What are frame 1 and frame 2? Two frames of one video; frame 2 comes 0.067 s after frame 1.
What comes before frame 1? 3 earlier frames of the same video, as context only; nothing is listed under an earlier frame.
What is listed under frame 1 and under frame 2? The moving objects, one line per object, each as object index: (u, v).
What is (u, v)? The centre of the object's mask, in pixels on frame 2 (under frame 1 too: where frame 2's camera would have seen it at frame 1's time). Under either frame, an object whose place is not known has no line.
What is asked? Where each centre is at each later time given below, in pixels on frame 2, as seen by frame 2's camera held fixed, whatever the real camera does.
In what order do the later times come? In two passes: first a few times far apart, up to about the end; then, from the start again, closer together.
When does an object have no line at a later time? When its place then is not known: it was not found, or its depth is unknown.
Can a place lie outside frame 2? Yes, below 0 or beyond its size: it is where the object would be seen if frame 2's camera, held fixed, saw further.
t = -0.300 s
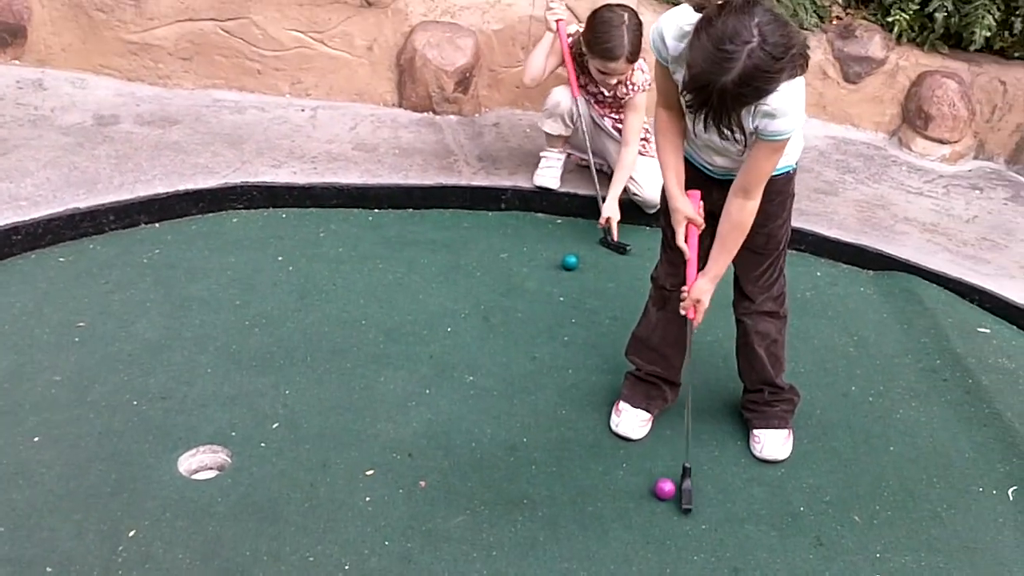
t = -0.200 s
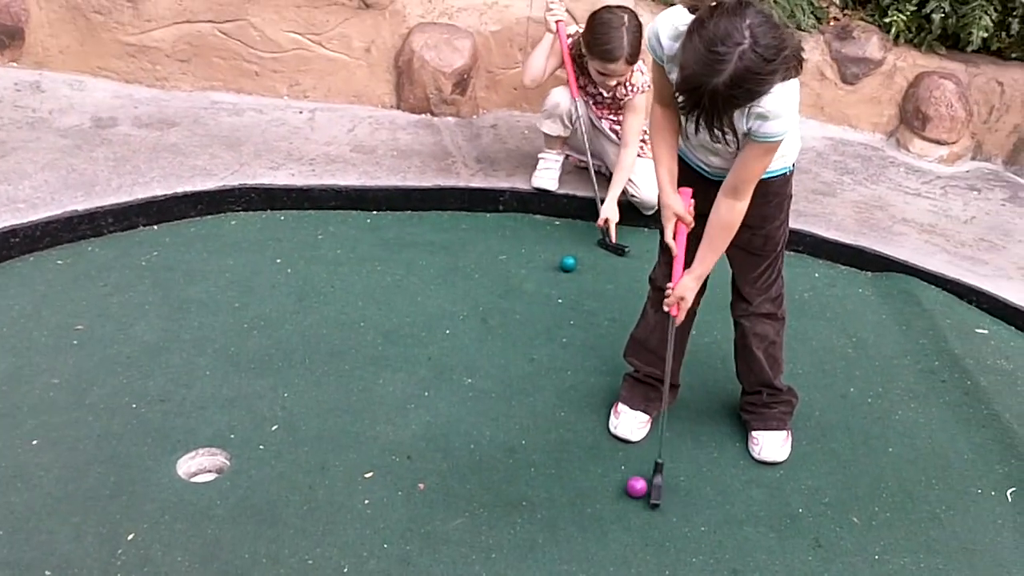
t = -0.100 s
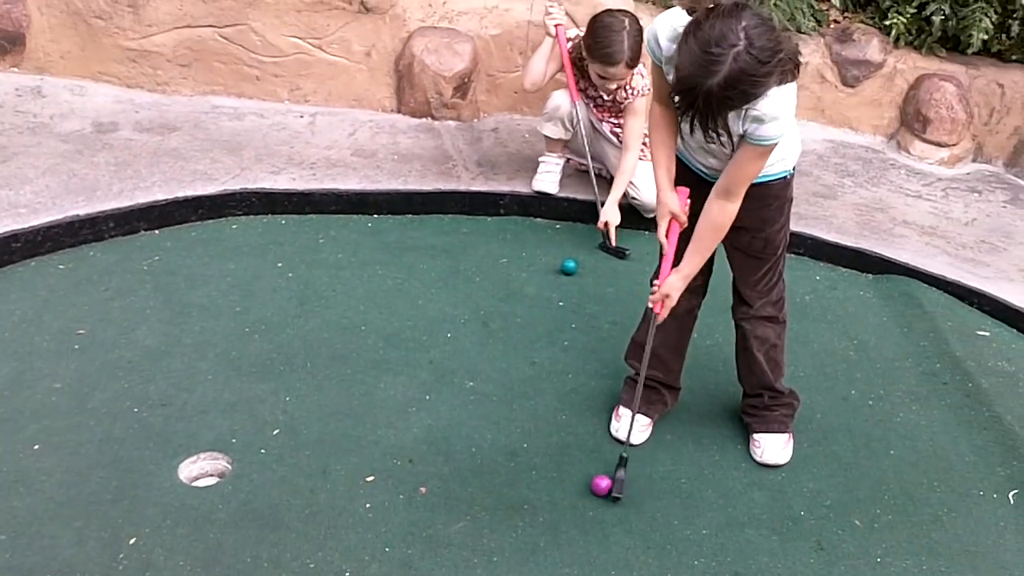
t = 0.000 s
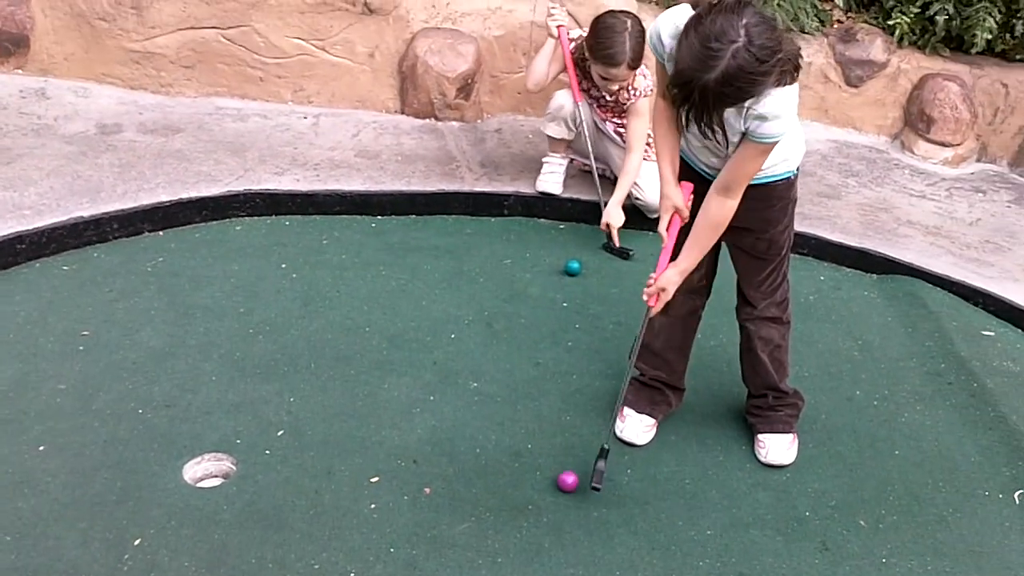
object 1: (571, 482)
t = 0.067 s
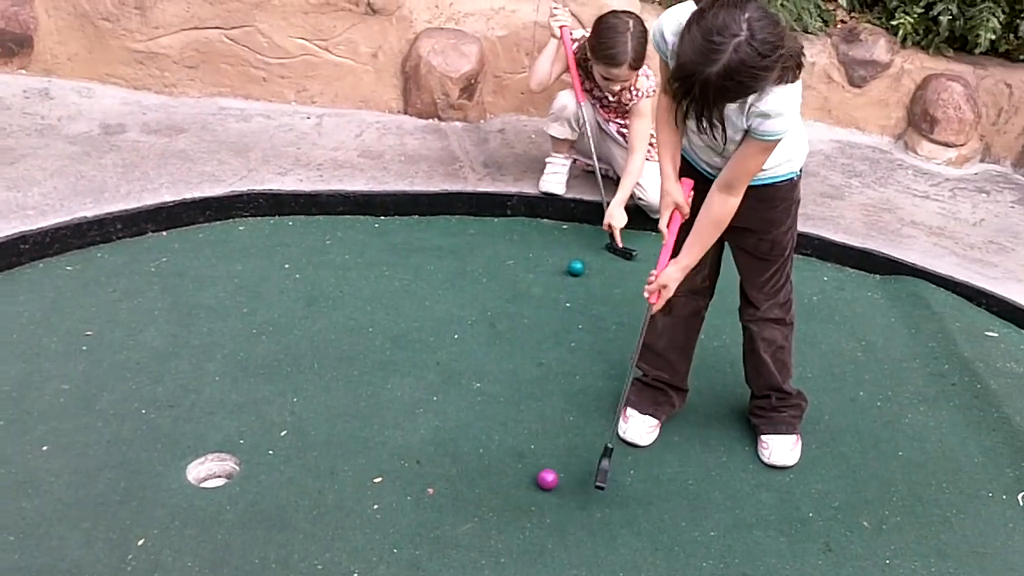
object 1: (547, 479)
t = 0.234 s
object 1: (493, 473)
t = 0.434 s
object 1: (439, 468)
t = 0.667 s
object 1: (388, 464)
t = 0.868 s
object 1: (352, 462)
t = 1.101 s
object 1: (321, 459)
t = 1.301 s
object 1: (304, 457)
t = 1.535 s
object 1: (297, 451)
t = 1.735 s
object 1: (297, 448)
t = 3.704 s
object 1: (311, 446)
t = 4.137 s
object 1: (311, 446)
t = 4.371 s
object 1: (311, 446)
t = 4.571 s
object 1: (311, 446)
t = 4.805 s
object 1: (311, 446)
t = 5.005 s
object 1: (311, 446)
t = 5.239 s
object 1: (311, 446)
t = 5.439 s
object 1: (311, 446)
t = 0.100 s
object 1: (536, 478)
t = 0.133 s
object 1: (525, 476)
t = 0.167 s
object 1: (514, 475)
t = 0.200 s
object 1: (504, 475)
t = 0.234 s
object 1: (493, 473)
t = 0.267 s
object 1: (484, 473)
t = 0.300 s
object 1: (475, 472)
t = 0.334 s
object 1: (465, 470)
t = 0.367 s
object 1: (457, 469)
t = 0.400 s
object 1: (448, 469)
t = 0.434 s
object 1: (439, 468)
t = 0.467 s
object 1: (431, 468)
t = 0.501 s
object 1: (423, 467)
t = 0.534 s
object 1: (415, 466)
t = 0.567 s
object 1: (408, 466)
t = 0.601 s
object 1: (401, 465)
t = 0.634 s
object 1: (394, 465)
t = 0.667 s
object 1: (388, 464)
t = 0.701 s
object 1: (381, 464)
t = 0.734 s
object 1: (375, 464)
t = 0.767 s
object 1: (369, 463)
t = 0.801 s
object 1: (363, 462)
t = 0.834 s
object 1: (357, 462)
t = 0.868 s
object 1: (352, 462)
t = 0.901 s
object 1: (347, 461)
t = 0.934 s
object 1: (341, 460)
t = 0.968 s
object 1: (337, 460)
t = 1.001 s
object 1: (332, 460)
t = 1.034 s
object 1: (329, 459)
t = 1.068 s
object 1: (325, 459)
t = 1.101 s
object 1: (321, 459)
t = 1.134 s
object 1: (318, 458)
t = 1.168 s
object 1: (315, 458)
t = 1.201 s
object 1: (312, 458)
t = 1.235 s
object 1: (309, 457)
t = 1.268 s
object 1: (307, 457)
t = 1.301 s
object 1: (304, 457)
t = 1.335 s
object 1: (303, 456)
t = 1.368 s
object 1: (301, 455)
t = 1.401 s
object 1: (299, 454)
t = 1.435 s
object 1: (298, 454)
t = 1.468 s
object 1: (297, 453)
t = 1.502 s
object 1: (297, 452)
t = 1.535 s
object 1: (297, 451)
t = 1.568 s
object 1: (296, 450)
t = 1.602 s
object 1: (297, 450)
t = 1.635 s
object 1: (297, 450)
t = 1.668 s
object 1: (297, 448)
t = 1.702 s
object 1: (297, 448)
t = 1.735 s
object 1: (297, 448)
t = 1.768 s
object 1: (298, 447)
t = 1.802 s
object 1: (298, 447)
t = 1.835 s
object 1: (299, 447)
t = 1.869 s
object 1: (299, 446)
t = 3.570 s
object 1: (311, 446)
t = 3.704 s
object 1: (311, 446)
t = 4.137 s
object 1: (311, 446)
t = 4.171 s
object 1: (311, 446)
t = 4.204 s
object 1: (311, 446)
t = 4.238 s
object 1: (311, 446)
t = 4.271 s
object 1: (311, 446)
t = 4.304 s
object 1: (311, 446)
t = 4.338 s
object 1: (311, 446)
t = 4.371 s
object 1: (311, 446)
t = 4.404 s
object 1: (311, 446)
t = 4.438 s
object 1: (311, 446)
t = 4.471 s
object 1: (311, 446)
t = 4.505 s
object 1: (311, 446)
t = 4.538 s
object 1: (311, 446)
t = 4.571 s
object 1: (311, 446)
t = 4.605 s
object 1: (311, 446)
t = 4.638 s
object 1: (311, 446)
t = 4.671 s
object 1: (311, 446)
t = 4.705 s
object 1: (311, 446)
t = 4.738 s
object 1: (311, 446)
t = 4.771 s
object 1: (311, 446)
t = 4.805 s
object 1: (311, 446)
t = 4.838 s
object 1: (311, 446)
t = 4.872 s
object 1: (311, 446)
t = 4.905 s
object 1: (311, 446)
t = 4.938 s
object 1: (311, 446)
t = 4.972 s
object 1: (311, 446)
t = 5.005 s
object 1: (311, 446)
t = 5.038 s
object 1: (311, 446)
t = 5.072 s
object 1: (311, 446)
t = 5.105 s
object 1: (311, 446)
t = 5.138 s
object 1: (311, 446)
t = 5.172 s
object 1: (311, 446)
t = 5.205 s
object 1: (311, 446)
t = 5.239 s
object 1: (311, 446)
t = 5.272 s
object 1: (311, 446)
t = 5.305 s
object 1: (311, 446)
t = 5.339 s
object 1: (311, 446)
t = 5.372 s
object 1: (311, 446)
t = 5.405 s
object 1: (311, 446)
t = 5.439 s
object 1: (311, 446)
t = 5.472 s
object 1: (311, 446)
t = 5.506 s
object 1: (311, 446)
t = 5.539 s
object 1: (311, 446)
